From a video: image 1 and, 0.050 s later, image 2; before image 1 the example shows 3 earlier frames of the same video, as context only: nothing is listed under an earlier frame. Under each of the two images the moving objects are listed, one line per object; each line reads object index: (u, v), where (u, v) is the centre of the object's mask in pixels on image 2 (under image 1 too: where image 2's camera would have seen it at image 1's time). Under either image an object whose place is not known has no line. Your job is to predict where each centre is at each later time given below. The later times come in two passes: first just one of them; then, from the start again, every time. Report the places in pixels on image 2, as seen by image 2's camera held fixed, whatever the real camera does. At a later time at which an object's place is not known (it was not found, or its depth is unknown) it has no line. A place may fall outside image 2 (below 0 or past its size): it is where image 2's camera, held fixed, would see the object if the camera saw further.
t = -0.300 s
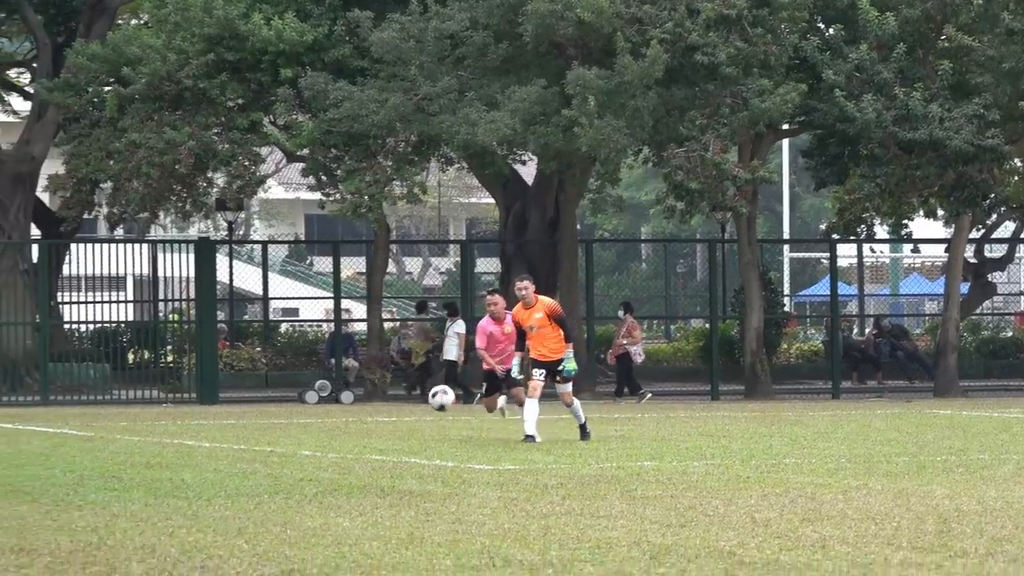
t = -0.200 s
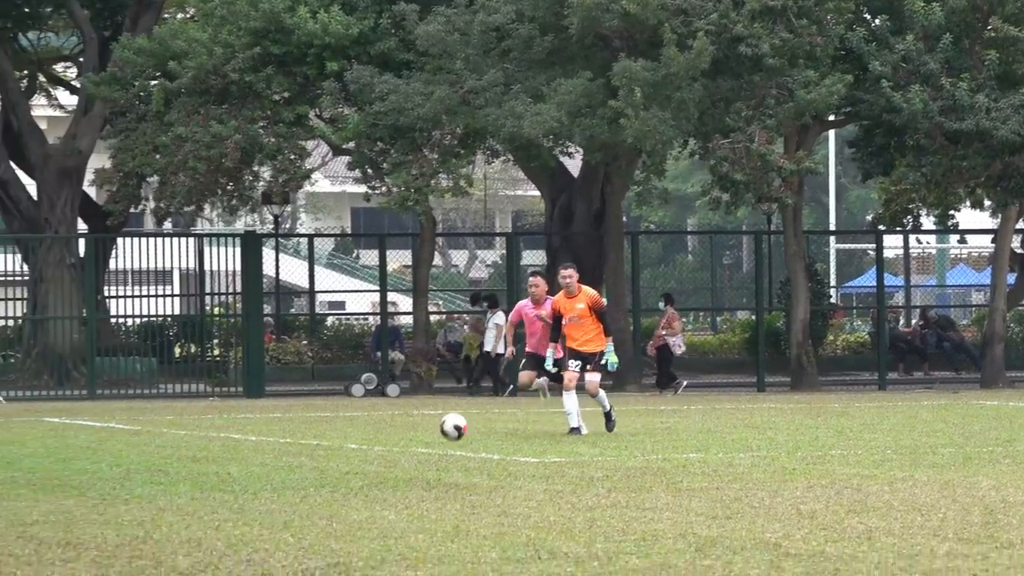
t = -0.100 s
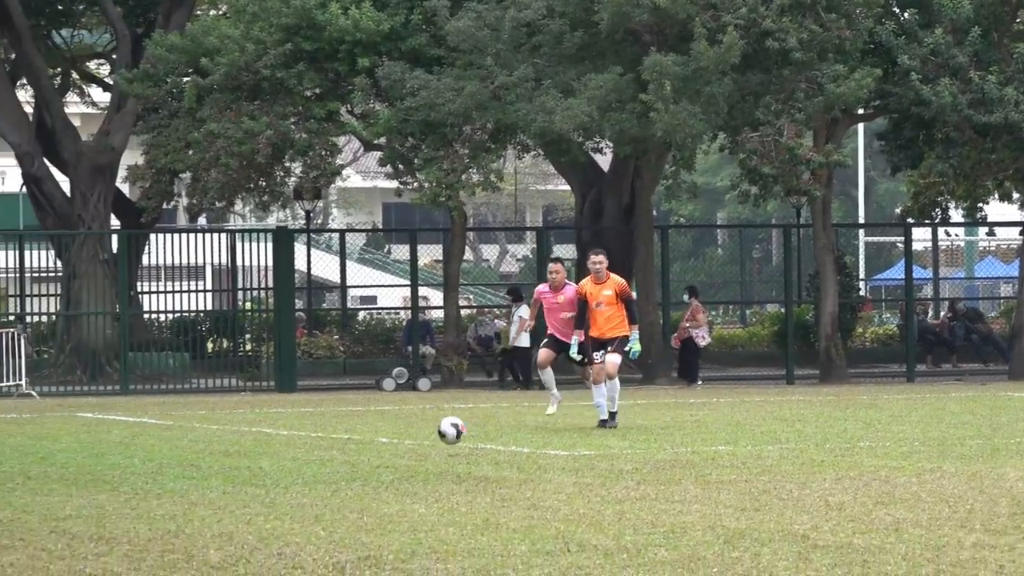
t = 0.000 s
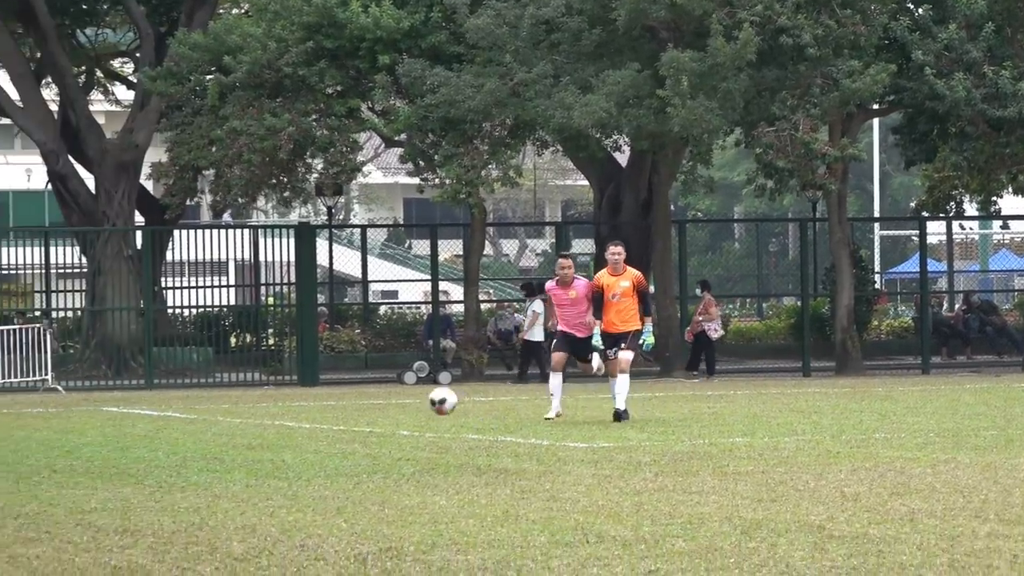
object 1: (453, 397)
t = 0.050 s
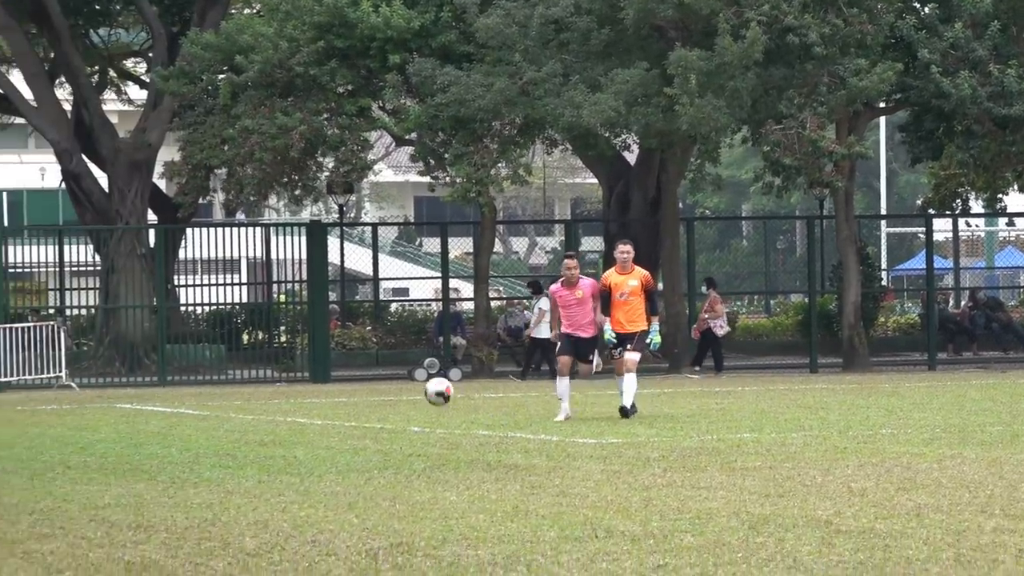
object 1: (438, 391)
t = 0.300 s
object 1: (362, 419)
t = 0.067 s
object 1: (433, 390)
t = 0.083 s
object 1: (428, 389)
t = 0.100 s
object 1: (423, 389)
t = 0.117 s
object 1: (419, 389)
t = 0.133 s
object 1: (413, 389)
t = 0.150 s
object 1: (408, 391)
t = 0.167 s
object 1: (403, 392)
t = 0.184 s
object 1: (398, 394)
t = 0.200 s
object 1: (393, 396)
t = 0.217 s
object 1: (388, 398)
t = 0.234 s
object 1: (383, 402)
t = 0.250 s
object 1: (378, 405)
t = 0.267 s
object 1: (373, 409)
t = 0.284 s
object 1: (368, 413)
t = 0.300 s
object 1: (362, 419)
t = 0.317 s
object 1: (357, 424)
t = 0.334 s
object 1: (351, 429)
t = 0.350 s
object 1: (346, 436)
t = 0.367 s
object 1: (340, 443)
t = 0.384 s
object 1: (335, 451)
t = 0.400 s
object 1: (330, 457)
